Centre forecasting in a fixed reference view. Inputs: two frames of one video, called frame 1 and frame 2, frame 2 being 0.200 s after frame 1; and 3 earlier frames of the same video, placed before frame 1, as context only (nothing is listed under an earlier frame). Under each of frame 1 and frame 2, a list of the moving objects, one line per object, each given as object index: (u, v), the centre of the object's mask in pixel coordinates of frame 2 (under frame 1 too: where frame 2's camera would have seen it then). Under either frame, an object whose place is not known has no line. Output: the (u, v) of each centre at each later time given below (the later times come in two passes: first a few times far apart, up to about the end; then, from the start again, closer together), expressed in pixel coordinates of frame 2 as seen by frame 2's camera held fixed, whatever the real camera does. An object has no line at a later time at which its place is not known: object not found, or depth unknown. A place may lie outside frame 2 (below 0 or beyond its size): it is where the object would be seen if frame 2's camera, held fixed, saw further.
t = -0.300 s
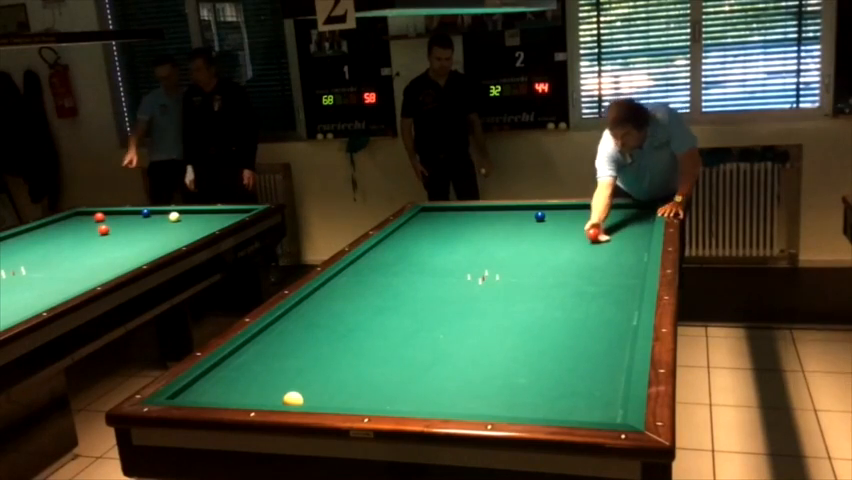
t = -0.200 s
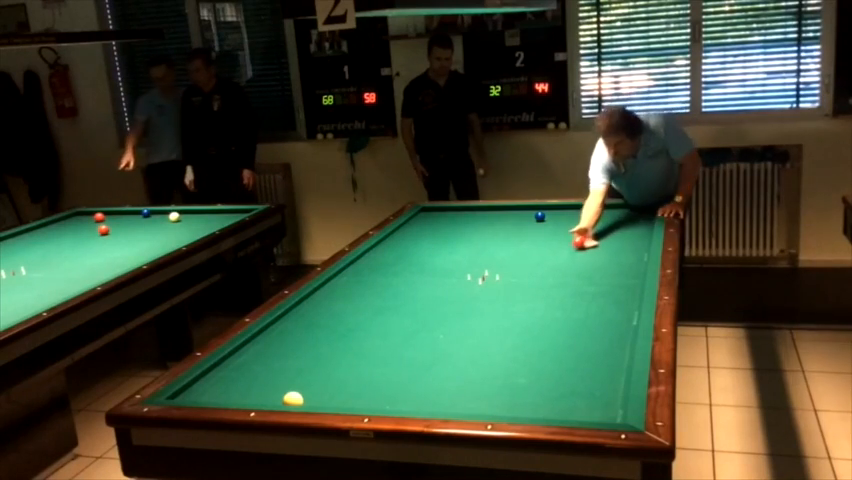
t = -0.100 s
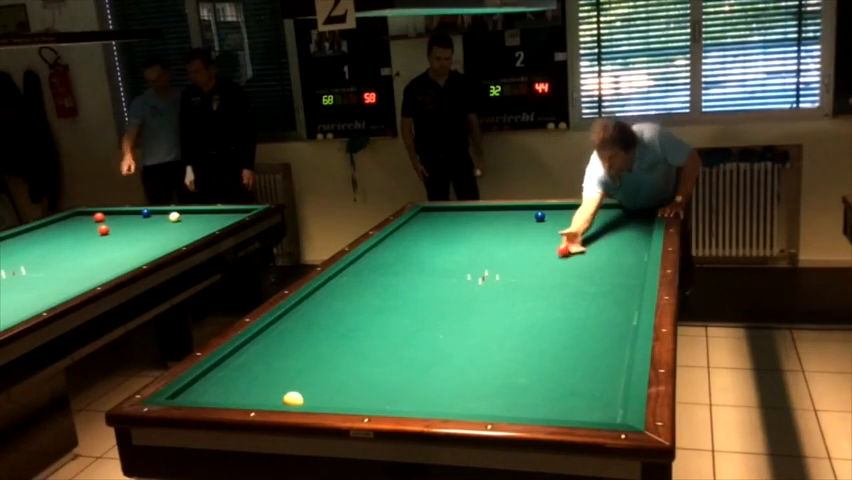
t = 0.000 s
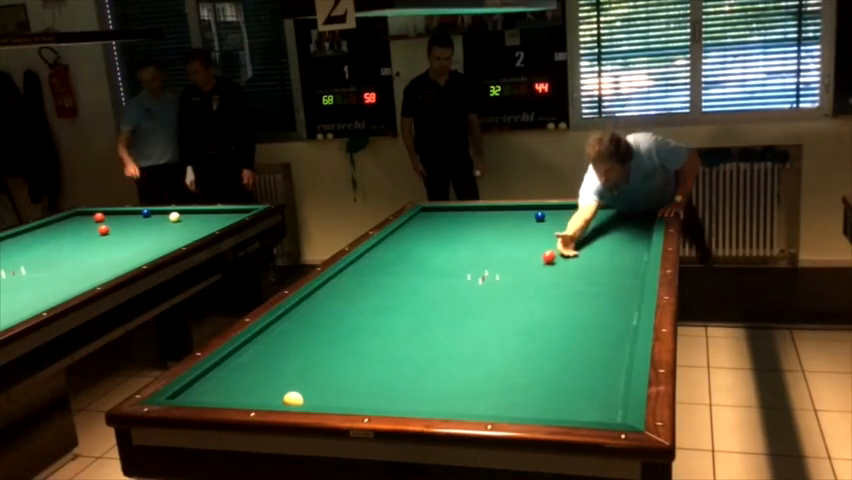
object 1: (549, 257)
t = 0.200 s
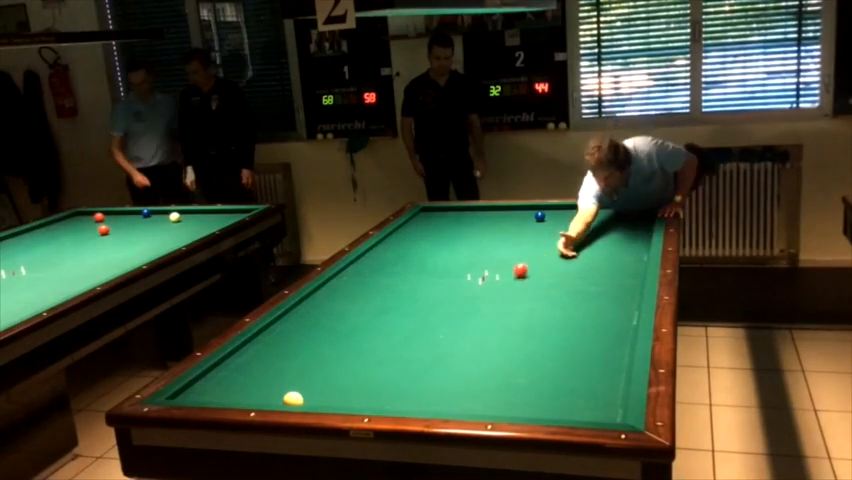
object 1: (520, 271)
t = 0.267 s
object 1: (510, 275)
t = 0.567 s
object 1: (462, 298)
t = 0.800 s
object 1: (419, 318)
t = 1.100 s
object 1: (357, 346)
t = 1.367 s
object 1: (293, 376)
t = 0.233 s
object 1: (515, 273)
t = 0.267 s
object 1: (510, 275)
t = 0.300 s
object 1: (505, 278)
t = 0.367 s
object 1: (495, 283)
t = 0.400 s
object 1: (489, 285)
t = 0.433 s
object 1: (484, 288)
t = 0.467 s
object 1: (478, 290)
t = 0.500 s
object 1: (473, 293)
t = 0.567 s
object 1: (462, 298)
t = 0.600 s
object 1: (456, 301)
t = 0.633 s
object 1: (450, 303)
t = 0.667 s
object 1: (444, 306)
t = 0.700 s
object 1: (438, 309)
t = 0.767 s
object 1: (425, 315)
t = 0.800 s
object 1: (419, 318)
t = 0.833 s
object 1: (413, 321)
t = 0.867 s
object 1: (406, 324)
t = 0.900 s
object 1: (399, 327)
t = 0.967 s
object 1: (385, 334)
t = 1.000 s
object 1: (378, 336)
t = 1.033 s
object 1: (371, 340)
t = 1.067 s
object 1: (364, 343)
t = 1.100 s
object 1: (357, 346)
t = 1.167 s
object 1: (342, 353)
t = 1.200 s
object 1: (334, 357)
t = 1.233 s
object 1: (326, 361)
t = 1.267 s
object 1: (318, 364)
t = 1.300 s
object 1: (310, 368)
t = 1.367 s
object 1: (293, 376)
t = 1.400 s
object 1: (284, 380)
